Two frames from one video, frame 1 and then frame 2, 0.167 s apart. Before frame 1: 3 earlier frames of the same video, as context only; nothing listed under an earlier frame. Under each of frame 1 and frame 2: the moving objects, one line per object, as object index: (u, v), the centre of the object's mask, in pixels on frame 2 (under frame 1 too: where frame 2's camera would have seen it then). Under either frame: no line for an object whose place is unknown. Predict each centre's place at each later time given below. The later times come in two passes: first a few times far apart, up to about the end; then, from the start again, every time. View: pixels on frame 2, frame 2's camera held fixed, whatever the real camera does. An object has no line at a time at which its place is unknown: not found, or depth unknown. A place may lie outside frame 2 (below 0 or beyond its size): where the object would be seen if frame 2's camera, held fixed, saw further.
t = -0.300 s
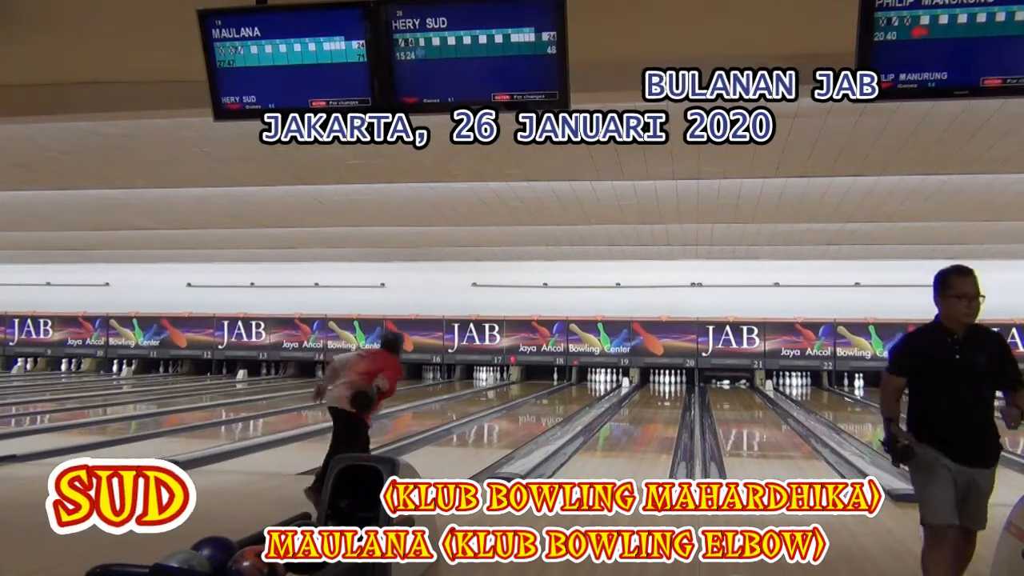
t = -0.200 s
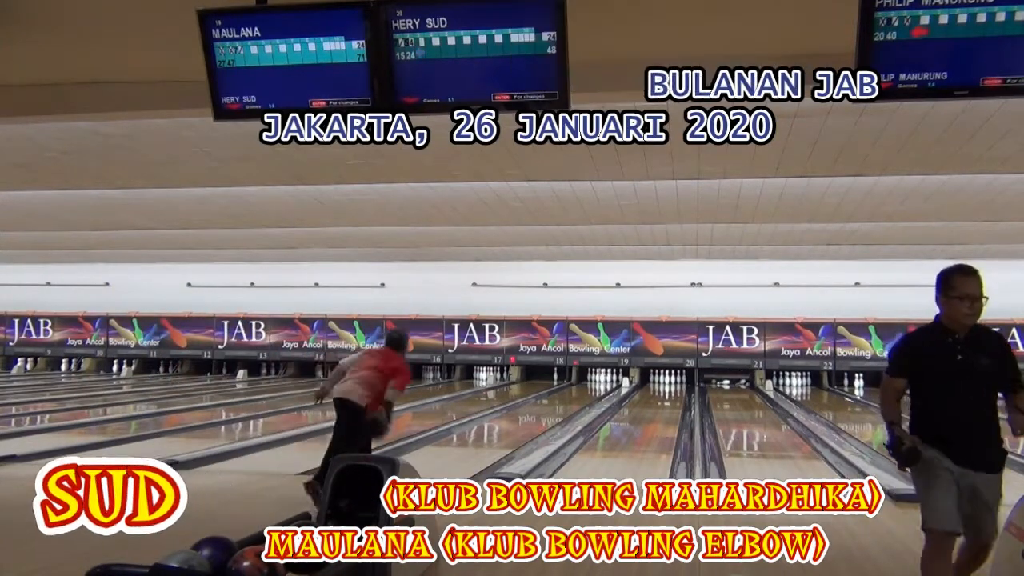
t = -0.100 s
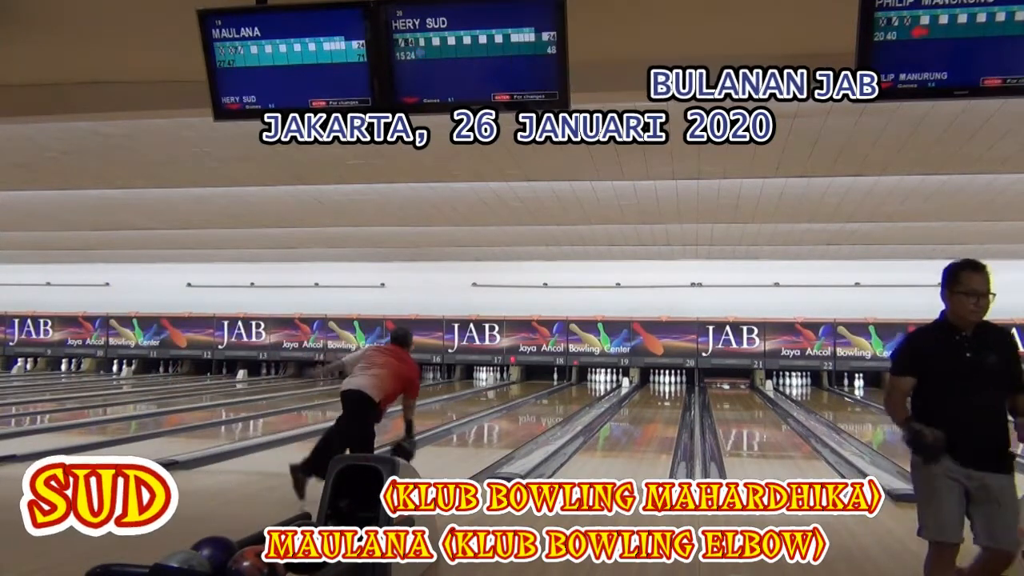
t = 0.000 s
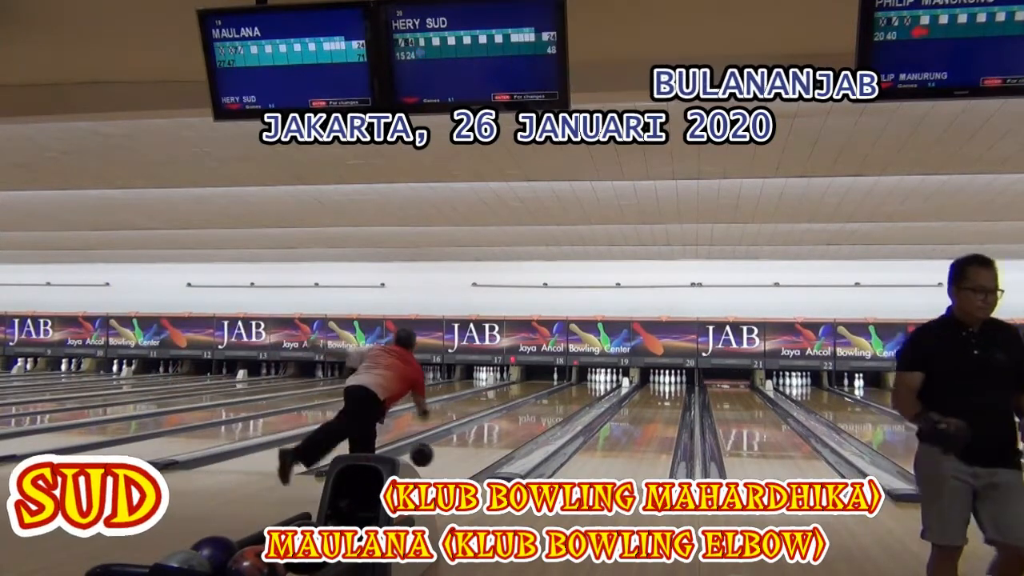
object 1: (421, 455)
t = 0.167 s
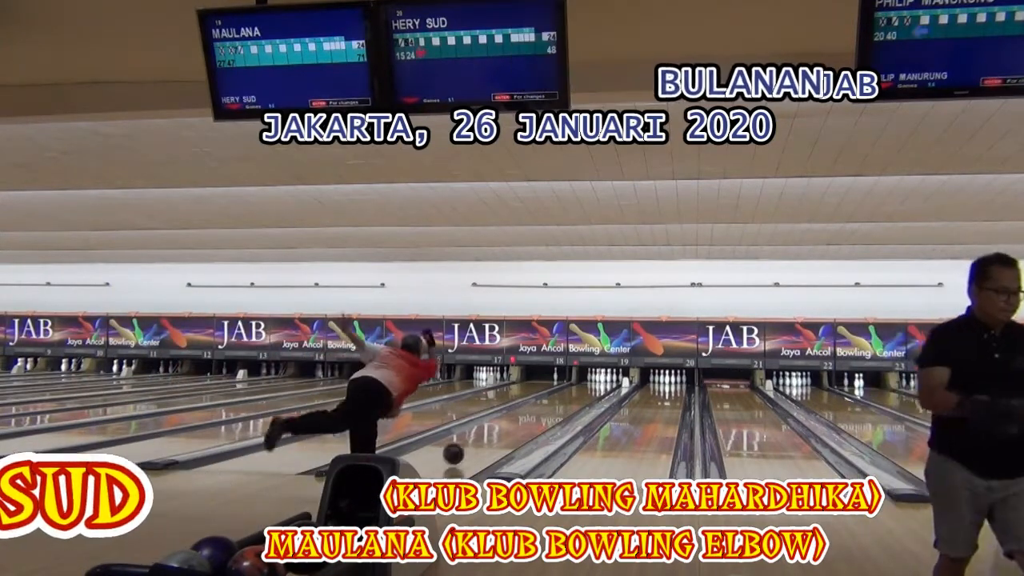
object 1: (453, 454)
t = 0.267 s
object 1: (473, 446)
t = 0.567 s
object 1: (509, 430)
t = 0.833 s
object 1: (535, 418)
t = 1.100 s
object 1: (554, 408)
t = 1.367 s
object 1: (567, 402)
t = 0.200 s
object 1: (460, 452)
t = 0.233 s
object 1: (466, 449)
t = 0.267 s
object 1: (473, 446)
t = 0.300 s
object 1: (479, 444)
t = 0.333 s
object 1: (482, 442)
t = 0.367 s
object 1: (484, 441)
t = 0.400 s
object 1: (490, 438)
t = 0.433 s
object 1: (495, 436)
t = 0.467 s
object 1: (500, 433)
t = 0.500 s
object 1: (504, 431)
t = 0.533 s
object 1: (507, 430)
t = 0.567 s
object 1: (509, 430)
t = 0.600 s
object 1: (513, 427)
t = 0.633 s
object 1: (517, 425)
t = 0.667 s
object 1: (521, 424)
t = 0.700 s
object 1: (524, 422)
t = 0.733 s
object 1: (526, 422)
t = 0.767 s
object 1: (528, 421)
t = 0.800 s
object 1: (531, 419)
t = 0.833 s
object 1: (535, 418)
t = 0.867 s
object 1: (538, 416)
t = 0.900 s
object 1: (541, 414)
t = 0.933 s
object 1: (542, 414)
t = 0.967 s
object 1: (544, 413)
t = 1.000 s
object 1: (546, 412)
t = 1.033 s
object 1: (549, 410)
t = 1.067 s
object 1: (552, 409)
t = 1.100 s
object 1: (554, 408)
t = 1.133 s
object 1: (555, 408)
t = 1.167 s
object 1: (556, 407)
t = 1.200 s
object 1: (559, 406)
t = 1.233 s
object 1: (561, 405)
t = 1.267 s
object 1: (563, 404)
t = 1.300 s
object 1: (565, 403)
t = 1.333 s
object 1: (567, 403)
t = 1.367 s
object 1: (567, 402)
